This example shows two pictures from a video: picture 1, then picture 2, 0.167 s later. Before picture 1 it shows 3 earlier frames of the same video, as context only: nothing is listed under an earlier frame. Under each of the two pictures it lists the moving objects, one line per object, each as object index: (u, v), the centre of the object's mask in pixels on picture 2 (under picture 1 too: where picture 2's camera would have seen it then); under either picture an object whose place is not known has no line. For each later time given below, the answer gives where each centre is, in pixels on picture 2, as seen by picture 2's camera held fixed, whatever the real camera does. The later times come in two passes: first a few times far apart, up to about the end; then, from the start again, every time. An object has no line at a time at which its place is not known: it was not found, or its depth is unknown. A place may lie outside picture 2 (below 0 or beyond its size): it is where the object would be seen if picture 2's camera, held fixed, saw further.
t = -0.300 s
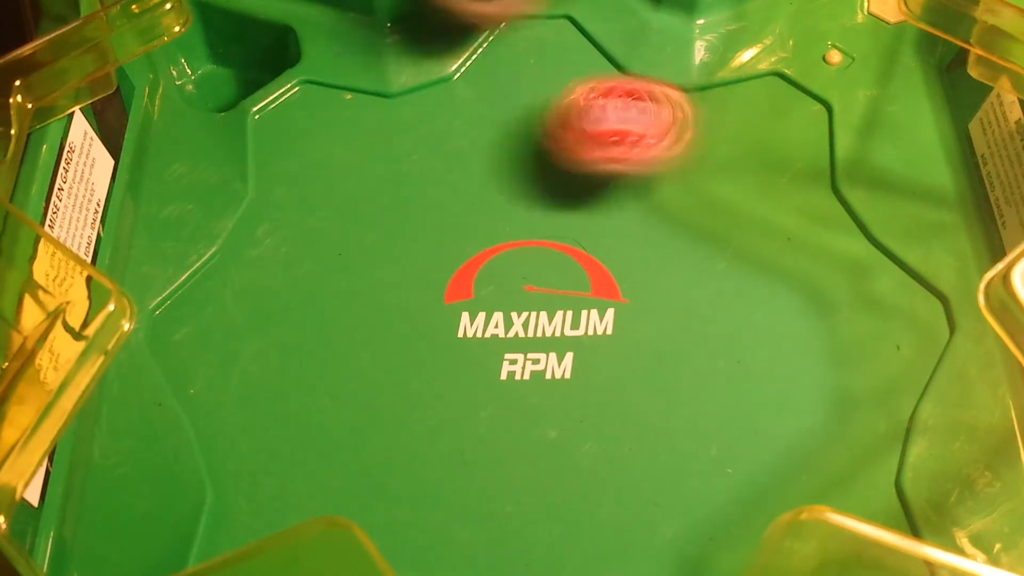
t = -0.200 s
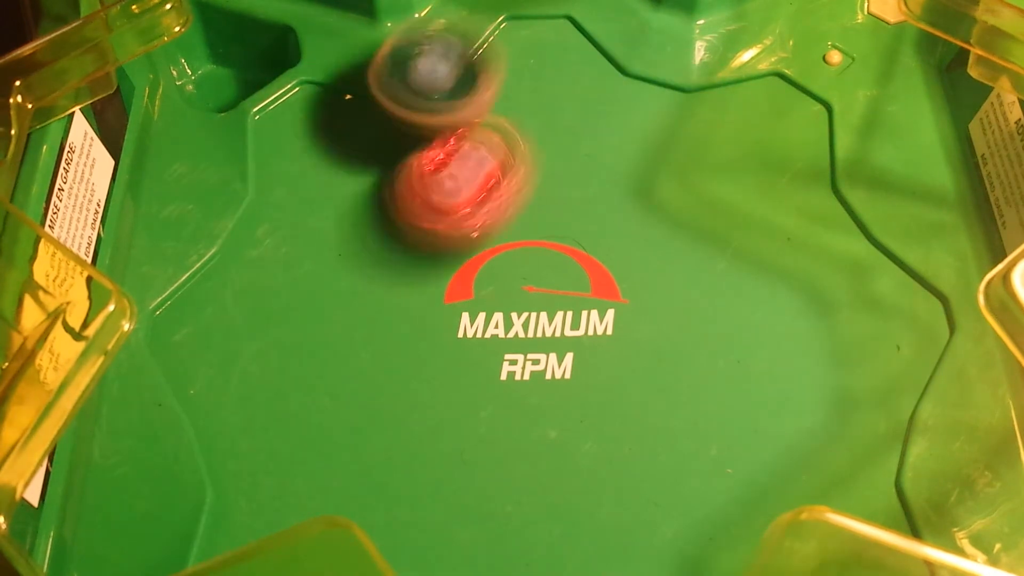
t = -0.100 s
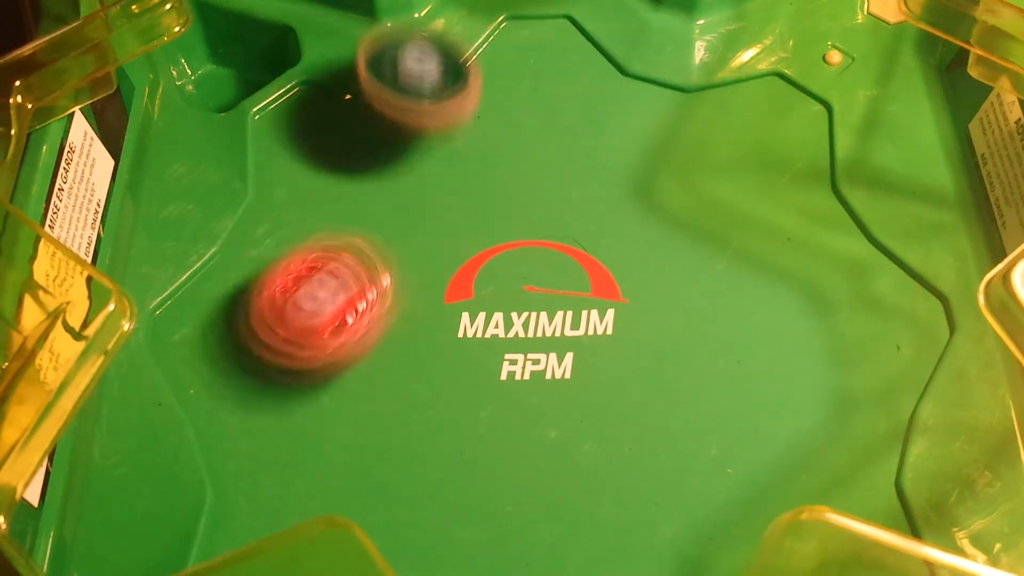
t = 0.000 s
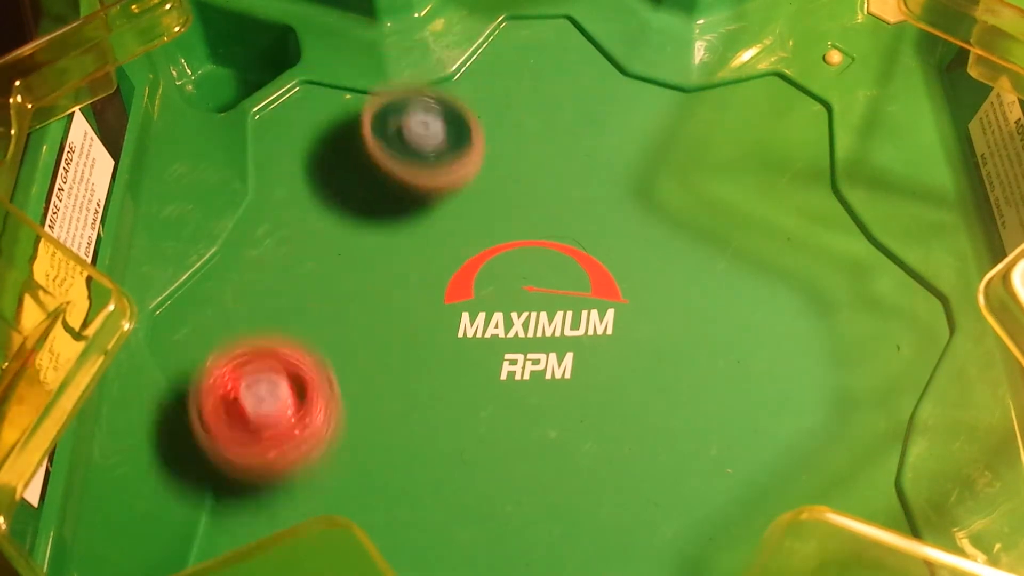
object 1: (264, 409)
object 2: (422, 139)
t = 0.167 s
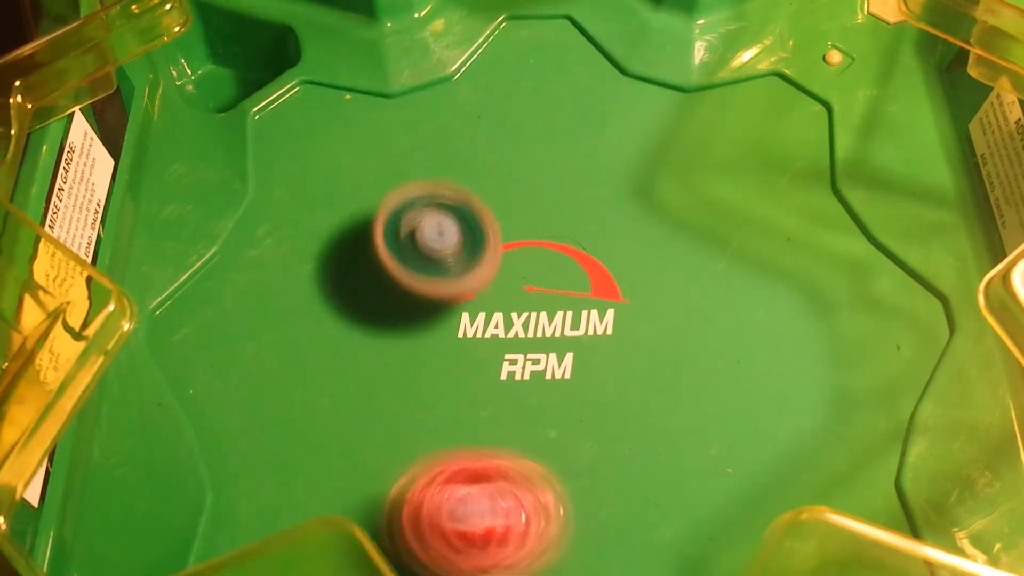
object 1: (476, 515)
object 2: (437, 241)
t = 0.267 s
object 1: (617, 447)
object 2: (448, 266)
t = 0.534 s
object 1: (640, 157)
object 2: (363, 145)
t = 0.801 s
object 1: (476, 130)
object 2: (467, 255)
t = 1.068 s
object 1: (372, 253)
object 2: (888, 544)
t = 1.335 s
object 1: (642, 357)
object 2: (813, 344)
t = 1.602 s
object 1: (491, 311)
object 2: (696, 214)
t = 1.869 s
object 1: (492, 481)
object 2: (632, 387)
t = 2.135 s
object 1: (515, 514)
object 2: (921, 242)
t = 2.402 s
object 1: (428, 444)
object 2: (623, 210)
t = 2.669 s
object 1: (307, 414)
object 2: (569, 418)
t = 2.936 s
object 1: (427, 412)
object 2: (766, 335)
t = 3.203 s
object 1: (297, 187)
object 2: (807, 262)
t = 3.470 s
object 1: (283, 188)
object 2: (843, 348)
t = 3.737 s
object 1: (553, 258)
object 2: (617, 385)
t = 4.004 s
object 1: (757, 186)
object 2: (613, 549)
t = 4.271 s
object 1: (724, 170)
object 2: (669, 502)
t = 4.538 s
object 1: (636, 390)
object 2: (434, 339)
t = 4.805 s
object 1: (687, 544)
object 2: (224, 309)
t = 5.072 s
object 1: (656, 490)
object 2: (413, 350)
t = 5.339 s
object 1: (422, 389)
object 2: (605, 200)
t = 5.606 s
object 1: (271, 395)
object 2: (591, 86)
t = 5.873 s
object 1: (428, 357)
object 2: (574, 291)
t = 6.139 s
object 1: (312, 245)
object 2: (894, 401)
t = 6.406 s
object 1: (382, 283)
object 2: (687, 399)
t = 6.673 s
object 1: (586, 254)
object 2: (511, 531)
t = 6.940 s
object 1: (677, 183)
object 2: (417, 548)
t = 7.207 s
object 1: (623, 257)
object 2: (414, 387)
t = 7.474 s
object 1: (633, 426)
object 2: (408, 206)
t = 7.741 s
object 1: (684, 478)
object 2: (428, 118)
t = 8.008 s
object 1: (564, 398)
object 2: (569, 203)
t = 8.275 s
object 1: (404, 370)
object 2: (747, 285)
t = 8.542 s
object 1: (397, 381)
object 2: (808, 338)
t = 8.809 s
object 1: (508, 304)
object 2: (629, 426)
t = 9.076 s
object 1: (547, 224)
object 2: (440, 502)
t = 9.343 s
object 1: (548, 266)
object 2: (403, 478)
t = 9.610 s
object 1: (627, 351)
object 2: (437, 308)
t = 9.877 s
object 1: (678, 371)
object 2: (460, 165)
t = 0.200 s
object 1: (533, 505)
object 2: (440, 254)
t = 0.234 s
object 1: (581, 479)
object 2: (443, 261)
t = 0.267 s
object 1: (617, 447)
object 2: (448, 266)
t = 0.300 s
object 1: (643, 407)
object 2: (454, 265)
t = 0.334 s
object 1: (659, 364)
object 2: (460, 259)
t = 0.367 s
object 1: (662, 320)
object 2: (467, 248)
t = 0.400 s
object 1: (655, 278)
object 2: (473, 230)
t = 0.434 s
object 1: (640, 238)
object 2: (476, 211)
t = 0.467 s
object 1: (618, 204)
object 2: (477, 192)
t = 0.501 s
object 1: (619, 179)
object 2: (436, 168)
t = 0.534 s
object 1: (640, 157)
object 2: (363, 145)
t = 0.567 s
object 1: (649, 139)
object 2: (302, 131)
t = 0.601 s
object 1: (643, 125)
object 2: (259, 131)
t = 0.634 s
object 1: (627, 111)
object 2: (286, 148)
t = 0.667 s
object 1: (603, 99)
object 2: (326, 166)
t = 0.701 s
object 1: (570, 91)
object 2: (363, 187)
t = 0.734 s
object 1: (536, 93)
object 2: (403, 212)
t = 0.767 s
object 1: (504, 106)
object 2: (437, 234)
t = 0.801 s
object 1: (476, 130)
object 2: (467, 255)
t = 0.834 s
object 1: (457, 159)
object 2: (495, 275)
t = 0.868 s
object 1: (445, 193)
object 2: (520, 294)
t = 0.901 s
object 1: (422, 194)
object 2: (580, 357)
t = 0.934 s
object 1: (397, 184)
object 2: (656, 437)
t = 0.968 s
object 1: (384, 183)
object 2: (710, 484)
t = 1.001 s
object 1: (375, 198)
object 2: (752, 506)
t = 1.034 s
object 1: (367, 223)
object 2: (828, 536)
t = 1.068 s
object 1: (372, 253)
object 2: (888, 544)
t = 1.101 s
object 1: (386, 286)
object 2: (924, 536)
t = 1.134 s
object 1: (410, 316)
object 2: (929, 524)
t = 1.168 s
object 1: (441, 343)
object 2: (919, 495)
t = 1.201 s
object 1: (480, 362)
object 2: (895, 472)
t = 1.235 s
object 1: (523, 373)
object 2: (872, 445)
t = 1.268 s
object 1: (562, 375)
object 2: (850, 411)
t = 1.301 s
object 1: (605, 368)
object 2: (832, 377)
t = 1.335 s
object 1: (642, 357)
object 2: (813, 344)
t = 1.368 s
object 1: (641, 341)
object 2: (823, 312)
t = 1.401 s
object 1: (611, 325)
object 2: (861, 277)
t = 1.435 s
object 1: (589, 309)
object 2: (882, 240)
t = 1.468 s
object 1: (571, 299)
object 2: (866, 218)
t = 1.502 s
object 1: (549, 294)
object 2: (821, 217)
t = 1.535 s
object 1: (528, 296)
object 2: (776, 215)
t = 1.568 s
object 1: (511, 302)
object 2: (733, 214)
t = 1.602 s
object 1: (491, 311)
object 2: (696, 214)
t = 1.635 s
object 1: (475, 325)
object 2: (663, 223)
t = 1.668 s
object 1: (464, 341)
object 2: (634, 239)
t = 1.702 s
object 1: (461, 361)
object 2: (610, 262)
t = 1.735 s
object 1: (467, 381)
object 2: (590, 293)
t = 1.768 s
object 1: (466, 406)
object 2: (586, 320)
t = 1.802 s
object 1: (463, 434)
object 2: (597, 343)
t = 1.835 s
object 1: (472, 460)
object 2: (613, 366)
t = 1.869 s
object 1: (492, 481)
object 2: (632, 387)
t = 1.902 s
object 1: (521, 497)
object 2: (652, 402)
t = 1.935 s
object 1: (553, 504)
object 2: (677, 413)
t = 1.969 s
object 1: (586, 504)
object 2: (707, 417)
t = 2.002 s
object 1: (591, 504)
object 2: (753, 406)
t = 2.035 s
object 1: (560, 513)
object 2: (829, 365)
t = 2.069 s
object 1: (540, 515)
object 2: (886, 320)
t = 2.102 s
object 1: (527, 515)
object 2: (923, 271)
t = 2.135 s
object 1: (515, 514)
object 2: (921, 242)
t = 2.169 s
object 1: (504, 511)
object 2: (887, 238)
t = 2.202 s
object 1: (495, 506)
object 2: (847, 236)
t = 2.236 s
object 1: (485, 496)
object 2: (805, 233)
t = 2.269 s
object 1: (474, 487)
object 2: (764, 225)
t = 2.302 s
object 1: (464, 477)
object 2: (727, 217)
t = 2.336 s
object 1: (453, 466)
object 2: (693, 208)
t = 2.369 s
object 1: (441, 454)
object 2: (659, 205)
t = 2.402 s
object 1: (428, 444)
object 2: (623, 210)
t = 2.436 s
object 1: (415, 434)
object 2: (589, 224)
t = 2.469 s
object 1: (402, 425)
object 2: (556, 244)
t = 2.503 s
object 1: (391, 417)
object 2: (531, 270)
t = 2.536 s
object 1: (382, 409)
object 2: (512, 304)
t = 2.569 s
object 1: (374, 403)
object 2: (503, 336)
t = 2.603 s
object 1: (349, 403)
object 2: (520, 367)
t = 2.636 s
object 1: (323, 408)
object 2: (538, 394)
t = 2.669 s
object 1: (307, 414)
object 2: (569, 418)
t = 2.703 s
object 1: (300, 423)
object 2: (600, 434)
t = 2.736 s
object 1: (300, 431)
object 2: (635, 443)
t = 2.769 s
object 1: (308, 440)
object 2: (670, 444)
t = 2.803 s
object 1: (325, 446)
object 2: (705, 436)
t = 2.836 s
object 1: (348, 447)
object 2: (736, 420)
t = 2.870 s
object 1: (375, 440)
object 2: (758, 395)
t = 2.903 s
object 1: (402, 427)
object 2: (769, 365)
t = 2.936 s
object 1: (427, 412)
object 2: (766, 335)
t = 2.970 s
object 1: (447, 392)
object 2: (753, 307)
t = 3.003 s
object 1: (464, 365)
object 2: (727, 282)
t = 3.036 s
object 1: (477, 336)
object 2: (693, 263)
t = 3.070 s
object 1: (486, 306)
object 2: (656, 251)
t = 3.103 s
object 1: (476, 276)
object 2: (627, 244)
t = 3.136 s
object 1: (415, 249)
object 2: (681, 232)
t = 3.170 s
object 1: (351, 215)
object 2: (744, 236)
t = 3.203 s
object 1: (297, 187)
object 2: (807, 262)
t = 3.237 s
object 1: (263, 162)
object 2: (854, 273)
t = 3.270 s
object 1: (250, 142)
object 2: (890, 291)
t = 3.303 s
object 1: (247, 136)
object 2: (915, 314)
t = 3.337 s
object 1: (248, 134)
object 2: (932, 327)
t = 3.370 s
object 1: (249, 135)
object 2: (931, 343)
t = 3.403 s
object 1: (252, 143)
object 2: (911, 343)
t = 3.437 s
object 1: (263, 165)
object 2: (878, 346)
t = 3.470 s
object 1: (283, 188)
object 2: (843, 348)
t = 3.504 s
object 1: (308, 210)
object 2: (806, 349)
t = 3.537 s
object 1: (340, 227)
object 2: (772, 348)
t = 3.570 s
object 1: (374, 241)
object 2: (738, 349)
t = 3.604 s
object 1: (412, 251)
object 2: (705, 351)
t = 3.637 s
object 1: (449, 257)
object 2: (676, 353)
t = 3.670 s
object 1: (485, 260)
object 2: (652, 360)
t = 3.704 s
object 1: (519, 260)
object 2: (633, 371)
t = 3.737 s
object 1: (553, 258)
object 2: (617, 385)
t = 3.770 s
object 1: (585, 253)
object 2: (606, 403)
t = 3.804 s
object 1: (615, 246)
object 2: (598, 425)
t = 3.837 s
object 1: (645, 240)
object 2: (593, 450)
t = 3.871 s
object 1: (673, 231)
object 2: (592, 480)
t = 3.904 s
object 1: (696, 221)
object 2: (592, 507)
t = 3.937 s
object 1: (719, 209)
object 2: (596, 525)
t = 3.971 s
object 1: (739, 198)
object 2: (603, 539)
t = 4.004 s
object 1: (757, 186)
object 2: (613, 549)
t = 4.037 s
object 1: (772, 173)
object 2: (629, 558)
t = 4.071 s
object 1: (781, 161)
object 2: (649, 562)
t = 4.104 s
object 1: (785, 150)
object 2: (669, 563)
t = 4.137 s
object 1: (782, 144)
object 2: (685, 559)
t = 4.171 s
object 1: (775, 141)
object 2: (695, 551)
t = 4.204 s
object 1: (762, 145)
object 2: (690, 536)
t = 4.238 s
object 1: (743, 155)
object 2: (684, 521)
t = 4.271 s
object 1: (724, 170)
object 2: (669, 502)
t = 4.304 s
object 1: (704, 190)
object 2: (647, 475)
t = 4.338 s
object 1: (686, 213)
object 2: (619, 450)
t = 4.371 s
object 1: (670, 240)
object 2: (592, 428)
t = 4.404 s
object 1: (658, 267)
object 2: (565, 410)
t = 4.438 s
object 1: (648, 298)
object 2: (533, 388)
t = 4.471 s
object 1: (641, 329)
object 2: (504, 374)
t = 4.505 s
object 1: (637, 360)
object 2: (465, 354)
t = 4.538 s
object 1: (636, 390)
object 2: (434, 339)
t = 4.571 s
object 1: (637, 419)
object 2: (405, 327)
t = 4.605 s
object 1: (640, 446)
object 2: (376, 316)
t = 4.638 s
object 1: (645, 474)
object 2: (348, 306)
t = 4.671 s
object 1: (653, 500)
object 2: (319, 300)
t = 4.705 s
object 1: (662, 518)
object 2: (292, 296)
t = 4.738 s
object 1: (670, 529)
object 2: (264, 295)
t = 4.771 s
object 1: (679, 538)
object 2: (241, 300)
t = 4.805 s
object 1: (687, 544)
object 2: (224, 309)
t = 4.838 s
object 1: (697, 548)
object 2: (217, 323)
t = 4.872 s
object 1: (709, 549)
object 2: (222, 341)
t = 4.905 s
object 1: (714, 546)
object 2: (242, 355)
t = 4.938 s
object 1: (714, 541)
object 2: (271, 366)
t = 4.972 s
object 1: (701, 531)
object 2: (308, 369)
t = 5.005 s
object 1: (692, 522)
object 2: (344, 367)
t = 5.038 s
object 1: (678, 509)
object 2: (382, 360)
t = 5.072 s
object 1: (656, 490)
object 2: (413, 350)
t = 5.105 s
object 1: (630, 472)
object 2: (444, 336)
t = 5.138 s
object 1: (602, 455)
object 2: (474, 319)
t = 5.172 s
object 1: (572, 440)
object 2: (503, 301)
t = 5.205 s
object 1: (543, 428)
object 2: (526, 283)
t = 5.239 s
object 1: (511, 414)
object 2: (552, 262)
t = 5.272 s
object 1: (480, 404)
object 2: (573, 242)
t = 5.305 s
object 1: (450, 396)
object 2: (591, 221)
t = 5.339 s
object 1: (422, 389)
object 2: (605, 200)
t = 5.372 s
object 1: (395, 383)
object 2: (617, 180)
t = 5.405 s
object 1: (369, 380)
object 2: (627, 158)
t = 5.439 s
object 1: (345, 378)
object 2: (633, 138)
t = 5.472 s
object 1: (322, 378)
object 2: (635, 118)
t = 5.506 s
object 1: (302, 380)
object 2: (633, 101)
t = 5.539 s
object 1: (285, 385)
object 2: (623, 88)
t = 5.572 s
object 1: (274, 390)
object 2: (609, 82)
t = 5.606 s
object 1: (271, 395)
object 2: (591, 86)
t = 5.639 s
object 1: (276, 401)
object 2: (573, 100)
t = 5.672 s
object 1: (288, 405)
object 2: (560, 120)
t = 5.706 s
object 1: (308, 405)
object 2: (551, 146)
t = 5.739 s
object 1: (331, 401)
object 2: (548, 174)
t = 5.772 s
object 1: (354, 396)
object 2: (549, 202)
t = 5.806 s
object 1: (380, 387)
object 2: (554, 232)
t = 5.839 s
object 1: (403, 374)
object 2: (561, 261)
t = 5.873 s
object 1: (428, 357)
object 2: (574, 291)
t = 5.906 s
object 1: (445, 340)
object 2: (590, 319)
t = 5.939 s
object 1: (415, 316)
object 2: (668, 351)
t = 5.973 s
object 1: (389, 294)
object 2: (723, 368)
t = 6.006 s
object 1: (370, 277)
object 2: (775, 383)
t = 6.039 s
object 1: (353, 265)
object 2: (814, 392)
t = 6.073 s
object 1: (337, 255)
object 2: (846, 397)
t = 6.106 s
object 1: (323, 248)
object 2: (877, 400)
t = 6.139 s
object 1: (312, 245)
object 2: (894, 401)
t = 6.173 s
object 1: (304, 245)
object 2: (871, 392)
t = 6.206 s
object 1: (301, 247)
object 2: (845, 385)
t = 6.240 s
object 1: (302, 250)
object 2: (819, 378)
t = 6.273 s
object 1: (308, 257)
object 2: (791, 375)
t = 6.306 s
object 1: (319, 262)
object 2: (762, 375)
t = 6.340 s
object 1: (338, 269)
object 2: (734, 379)
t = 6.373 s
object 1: (359, 277)
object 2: (710, 386)
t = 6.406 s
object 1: (382, 283)
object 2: (687, 399)
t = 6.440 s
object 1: (408, 287)
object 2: (666, 416)
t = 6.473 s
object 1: (434, 288)
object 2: (644, 434)
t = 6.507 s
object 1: (463, 287)
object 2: (622, 456)
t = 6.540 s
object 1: (489, 282)
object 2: (601, 476)
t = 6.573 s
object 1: (515, 277)
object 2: (577, 494)
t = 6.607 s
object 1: (540, 272)
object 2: (555, 511)
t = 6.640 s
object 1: (564, 264)
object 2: (533, 522)
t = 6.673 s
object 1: (586, 254)
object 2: (511, 531)
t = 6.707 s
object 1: (604, 246)
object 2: (490, 537)
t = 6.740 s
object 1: (623, 235)
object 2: (470, 543)
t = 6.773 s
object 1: (639, 225)
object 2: (453, 548)
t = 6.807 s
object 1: (652, 216)
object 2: (438, 552)
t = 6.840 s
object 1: (664, 206)
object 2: (426, 554)
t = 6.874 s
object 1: (672, 196)
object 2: (418, 554)
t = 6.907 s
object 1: (677, 188)
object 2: (415, 553)
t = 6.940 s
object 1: (677, 183)
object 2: (417, 548)
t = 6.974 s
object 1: (675, 180)
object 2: (420, 540)
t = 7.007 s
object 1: (670, 181)
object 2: (421, 529)
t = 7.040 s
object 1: (663, 186)
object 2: (425, 511)
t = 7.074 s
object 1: (655, 194)
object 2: (421, 490)
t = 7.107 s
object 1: (646, 206)
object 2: (420, 464)
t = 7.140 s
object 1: (638, 221)
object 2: (418, 439)
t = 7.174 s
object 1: (630, 238)
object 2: (416, 413)
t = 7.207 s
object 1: (623, 257)
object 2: (414, 387)
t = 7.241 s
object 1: (620, 278)
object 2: (411, 363)
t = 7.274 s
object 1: (617, 301)
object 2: (410, 339)
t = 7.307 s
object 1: (616, 323)
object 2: (409, 314)
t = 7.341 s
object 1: (616, 346)
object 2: (408, 290)
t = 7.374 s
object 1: (619, 368)
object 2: (408, 267)
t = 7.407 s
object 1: (622, 389)
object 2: (407, 245)
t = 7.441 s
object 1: (627, 408)
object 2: (407, 224)
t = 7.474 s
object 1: (633, 426)
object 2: (408, 206)
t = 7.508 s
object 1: (640, 442)
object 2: (408, 186)
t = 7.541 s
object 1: (649, 458)
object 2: (409, 168)
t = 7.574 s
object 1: (658, 470)
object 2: (410, 152)
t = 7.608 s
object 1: (667, 478)
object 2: (411, 137)
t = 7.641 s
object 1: (675, 484)
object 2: (413, 126)
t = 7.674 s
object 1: (681, 485)
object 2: (417, 119)
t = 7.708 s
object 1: (684, 483)
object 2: (421, 117)
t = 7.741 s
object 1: (684, 478)
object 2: (428, 118)
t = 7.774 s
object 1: (680, 470)
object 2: (436, 124)
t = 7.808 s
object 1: (672, 460)
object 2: (449, 133)
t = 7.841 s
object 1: (662, 449)
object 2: (465, 143)
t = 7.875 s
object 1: (647, 437)
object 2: (484, 156)
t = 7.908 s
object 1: (627, 425)
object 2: (504, 169)
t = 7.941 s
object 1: (607, 416)
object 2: (525, 180)
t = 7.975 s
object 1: (587, 407)
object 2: (547, 192)
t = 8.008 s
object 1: (564, 398)
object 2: (569, 203)
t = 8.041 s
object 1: (541, 392)
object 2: (592, 214)
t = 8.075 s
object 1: (521, 386)
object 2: (616, 225)
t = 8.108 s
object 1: (499, 381)
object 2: (639, 235)
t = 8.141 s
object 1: (477, 377)
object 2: (662, 246)
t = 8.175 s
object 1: (456, 373)
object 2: (683, 256)
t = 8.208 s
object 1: (437, 371)
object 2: (705, 266)
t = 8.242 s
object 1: (419, 370)
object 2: (726, 276)
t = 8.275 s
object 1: (404, 370)
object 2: (747, 285)
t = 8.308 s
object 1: (392, 371)
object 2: (767, 294)
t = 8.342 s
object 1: (382, 373)
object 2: (785, 304)
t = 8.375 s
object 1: (375, 376)
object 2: (801, 311)
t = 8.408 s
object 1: (372, 379)
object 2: (813, 318)
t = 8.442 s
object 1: (373, 381)
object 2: (821, 323)
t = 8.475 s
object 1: (378, 383)
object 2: (824, 327)
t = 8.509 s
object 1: (386, 382)
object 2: (819, 331)
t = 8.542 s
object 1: (397, 381)
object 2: (808, 338)
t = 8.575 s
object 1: (409, 379)
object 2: (790, 345)
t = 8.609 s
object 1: (423, 374)
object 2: (770, 355)
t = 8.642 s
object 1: (437, 367)
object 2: (748, 366)
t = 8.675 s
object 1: (455, 356)
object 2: (723, 379)
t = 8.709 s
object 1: (469, 345)
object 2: (701, 391)
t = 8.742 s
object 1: (484, 332)
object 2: (676, 402)
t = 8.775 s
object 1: (498, 317)
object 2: (653, 414)
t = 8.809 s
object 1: (508, 304)
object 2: (629, 426)
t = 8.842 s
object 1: (518, 291)
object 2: (605, 439)
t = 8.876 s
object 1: (526, 276)
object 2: (580, 449)
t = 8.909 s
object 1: (533, 264)
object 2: (554, 459)
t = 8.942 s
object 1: (538, 254)
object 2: (531, 469)
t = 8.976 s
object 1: (543, 246)
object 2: (507, 478)
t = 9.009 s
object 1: (546, 238)
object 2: (483, 488)
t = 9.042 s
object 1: (549, 229)
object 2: (461, 495)
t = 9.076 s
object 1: (547, 224)
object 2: (440, 502)
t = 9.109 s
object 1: (545, 222)
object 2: (425, 506)
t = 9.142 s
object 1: (543, 220)
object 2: (409, 510)
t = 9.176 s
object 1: (542, 222)
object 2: (400, 513)
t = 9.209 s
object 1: (539, 227)
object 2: (400, 508)
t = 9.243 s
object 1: (536, 235)
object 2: (396, 505)
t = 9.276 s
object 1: (537, 244)
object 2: (397, 500)
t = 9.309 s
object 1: (542, 254)
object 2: (400, 492)
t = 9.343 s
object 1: (548, 266)
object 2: (403, 478)
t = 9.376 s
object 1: (554, 278)
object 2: (409, 460)
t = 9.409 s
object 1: (562, 288)
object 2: (414, 438)
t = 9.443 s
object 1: (573, 300)
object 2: (418, 416)
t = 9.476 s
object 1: (584, 311)
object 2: (423, 394)
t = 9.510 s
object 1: (594, 321)
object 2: (426, 374)
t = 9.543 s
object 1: (605, 333)
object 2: (429, 351)
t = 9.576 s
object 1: (616, 342)
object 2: (432, 330)
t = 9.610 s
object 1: (627, 351)
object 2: (437, 308)
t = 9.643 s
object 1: (637, 359)
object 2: (440, 287)
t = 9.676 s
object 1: (647, 366)
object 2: (443, 266)
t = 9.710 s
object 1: (656, 371)
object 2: (446, 248)
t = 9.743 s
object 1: (663, 373)
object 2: (450, 229)
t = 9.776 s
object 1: (670, 375)
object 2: (453, 211)
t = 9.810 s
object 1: (675, 374)
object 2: (456, 194)
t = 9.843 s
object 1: (677, 373)
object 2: (458, 179)
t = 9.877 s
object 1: (678, 371)
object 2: (460, 165)
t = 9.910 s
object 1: (675, 369)
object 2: (461, 152)
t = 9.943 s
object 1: (669, 366)
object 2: (461, 142)
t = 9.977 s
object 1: (659, 362)
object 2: (463, 139)
